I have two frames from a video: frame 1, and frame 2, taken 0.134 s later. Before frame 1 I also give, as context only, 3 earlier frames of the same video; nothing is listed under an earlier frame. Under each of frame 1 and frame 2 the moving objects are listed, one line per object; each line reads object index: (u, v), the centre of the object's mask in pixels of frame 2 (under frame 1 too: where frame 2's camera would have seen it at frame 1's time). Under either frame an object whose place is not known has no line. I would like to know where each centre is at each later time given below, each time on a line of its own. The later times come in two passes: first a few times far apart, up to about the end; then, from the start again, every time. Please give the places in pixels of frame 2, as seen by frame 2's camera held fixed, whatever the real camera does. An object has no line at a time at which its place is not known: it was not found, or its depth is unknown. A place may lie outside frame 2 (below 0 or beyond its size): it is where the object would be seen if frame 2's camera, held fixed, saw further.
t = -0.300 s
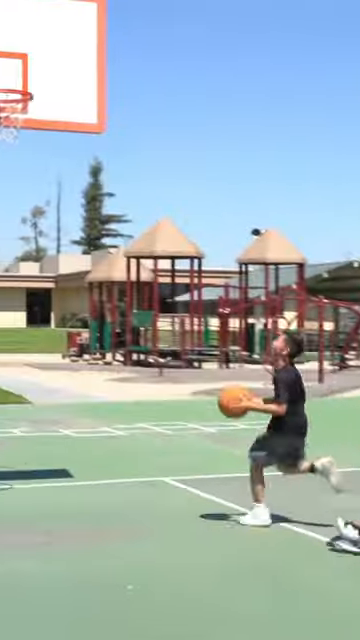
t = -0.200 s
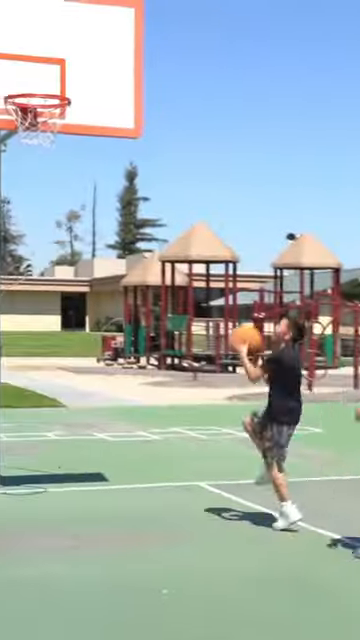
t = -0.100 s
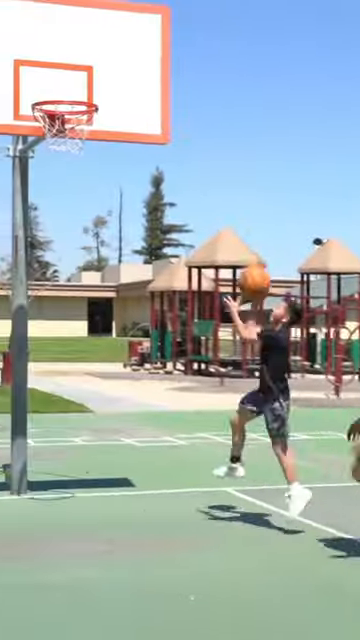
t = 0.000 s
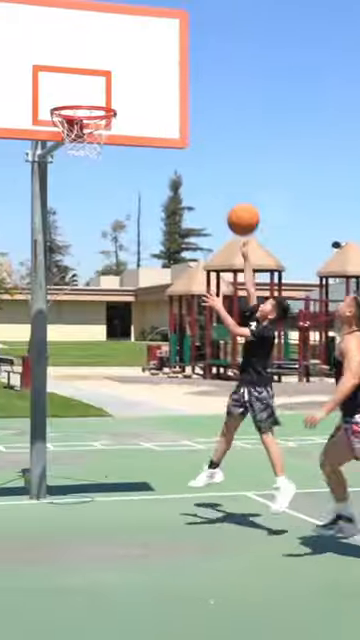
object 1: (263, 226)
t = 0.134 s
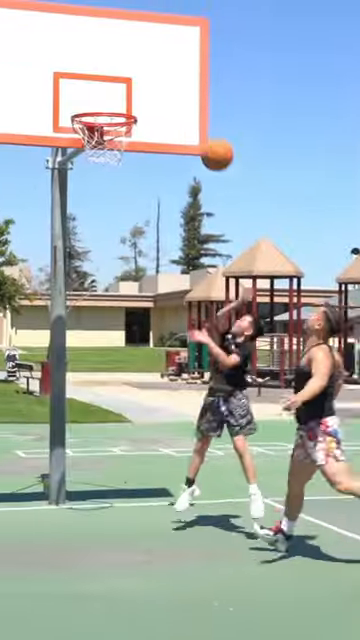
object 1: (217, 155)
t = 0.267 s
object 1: (172, 109)
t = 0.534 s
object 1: (116, 86)
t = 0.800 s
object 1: (110, 134)
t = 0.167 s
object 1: (205, 141)
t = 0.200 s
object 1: (194, 129)
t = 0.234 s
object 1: (183, 118)
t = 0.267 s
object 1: (172, 109)
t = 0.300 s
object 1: (161, 101)
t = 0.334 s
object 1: (150, 94)
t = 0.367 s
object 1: (144, 89)
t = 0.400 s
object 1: (138, 85)
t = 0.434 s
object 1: (133, 83)
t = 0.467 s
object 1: (128, 83)
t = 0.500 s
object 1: (122, 84)
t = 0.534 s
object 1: (116, 86)
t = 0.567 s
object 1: (111, 90)
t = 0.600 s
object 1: (105, 96)
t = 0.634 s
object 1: (99, 99)
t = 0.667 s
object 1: (95, 104)
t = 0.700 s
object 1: (103, 112)
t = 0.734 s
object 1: (109, 121)
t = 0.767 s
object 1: (114, 131)
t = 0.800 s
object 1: (110, 134)
